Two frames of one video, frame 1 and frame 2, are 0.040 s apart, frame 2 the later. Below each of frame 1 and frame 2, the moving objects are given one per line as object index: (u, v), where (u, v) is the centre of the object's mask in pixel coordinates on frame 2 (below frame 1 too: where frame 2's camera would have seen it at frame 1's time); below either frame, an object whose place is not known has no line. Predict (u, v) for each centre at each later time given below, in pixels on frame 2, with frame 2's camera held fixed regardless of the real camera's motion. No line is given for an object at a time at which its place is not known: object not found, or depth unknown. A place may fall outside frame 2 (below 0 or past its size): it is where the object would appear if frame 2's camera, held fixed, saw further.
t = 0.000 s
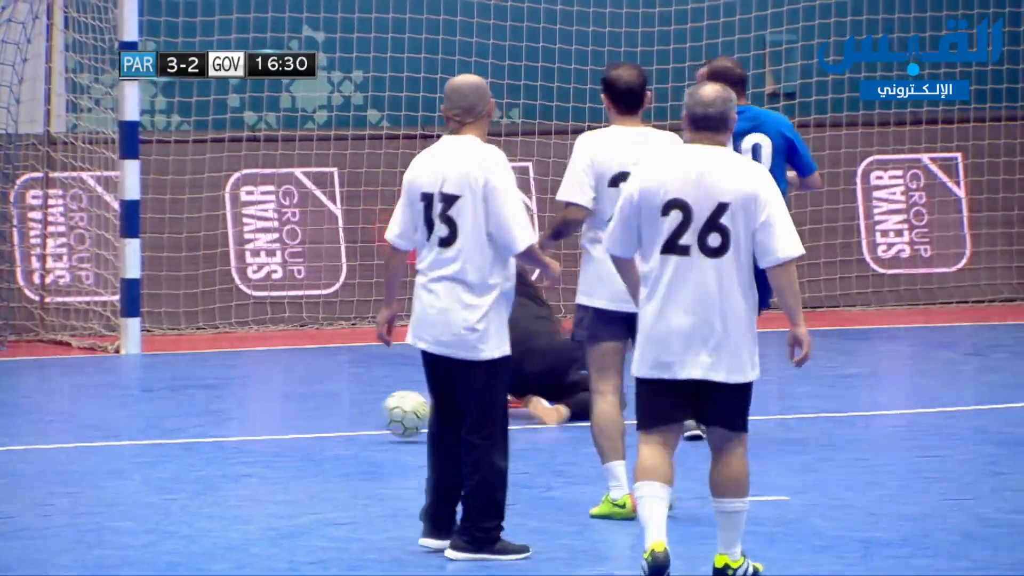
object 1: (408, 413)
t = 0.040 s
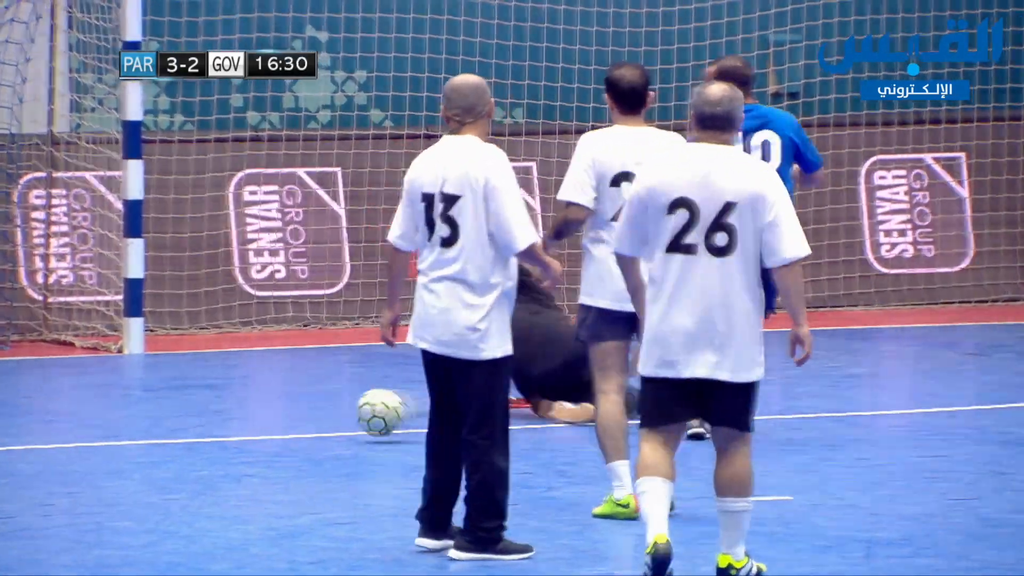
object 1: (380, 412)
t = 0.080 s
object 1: (350, 411)
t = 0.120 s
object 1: (322, 412)
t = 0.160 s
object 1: (292, 414)
